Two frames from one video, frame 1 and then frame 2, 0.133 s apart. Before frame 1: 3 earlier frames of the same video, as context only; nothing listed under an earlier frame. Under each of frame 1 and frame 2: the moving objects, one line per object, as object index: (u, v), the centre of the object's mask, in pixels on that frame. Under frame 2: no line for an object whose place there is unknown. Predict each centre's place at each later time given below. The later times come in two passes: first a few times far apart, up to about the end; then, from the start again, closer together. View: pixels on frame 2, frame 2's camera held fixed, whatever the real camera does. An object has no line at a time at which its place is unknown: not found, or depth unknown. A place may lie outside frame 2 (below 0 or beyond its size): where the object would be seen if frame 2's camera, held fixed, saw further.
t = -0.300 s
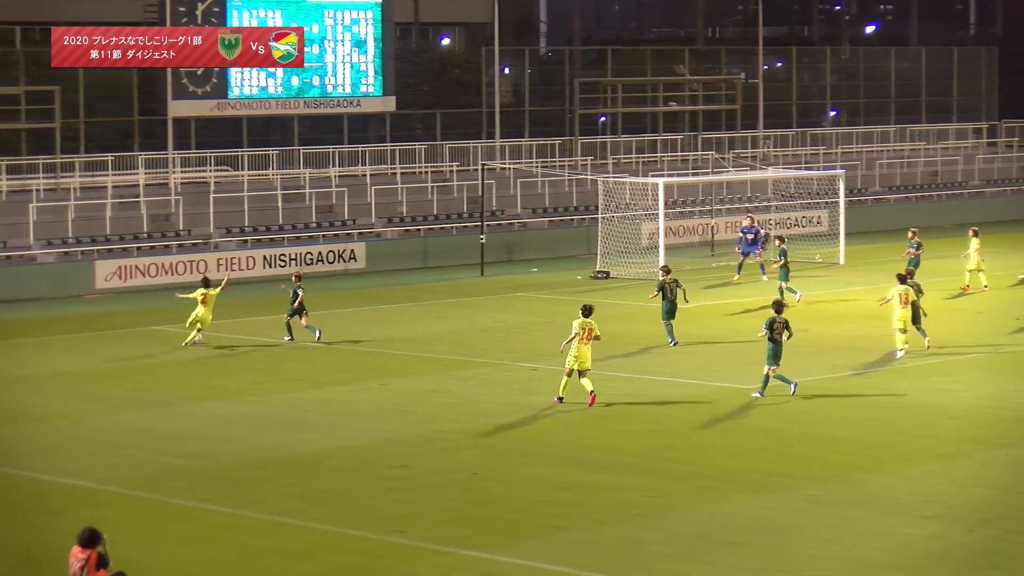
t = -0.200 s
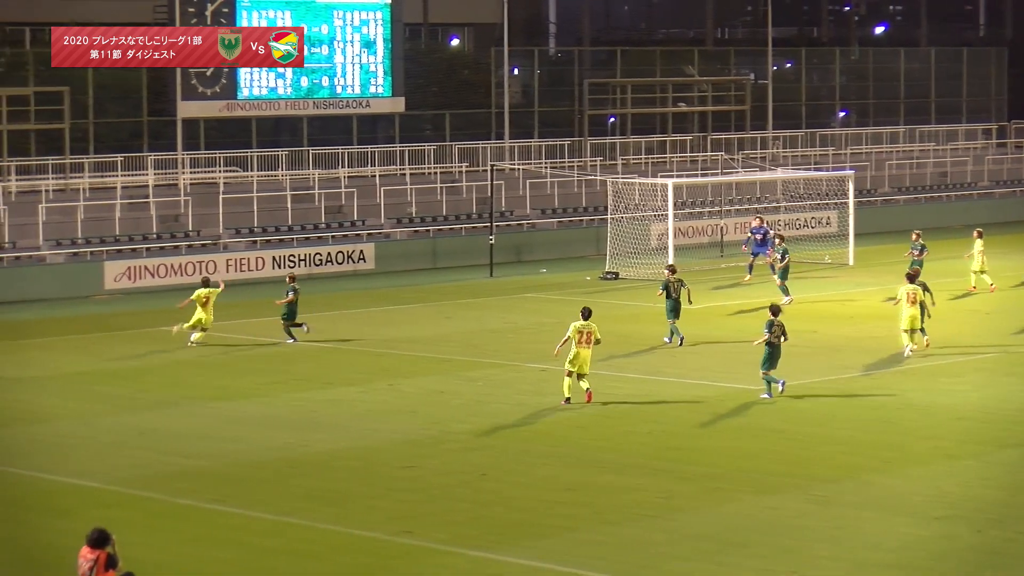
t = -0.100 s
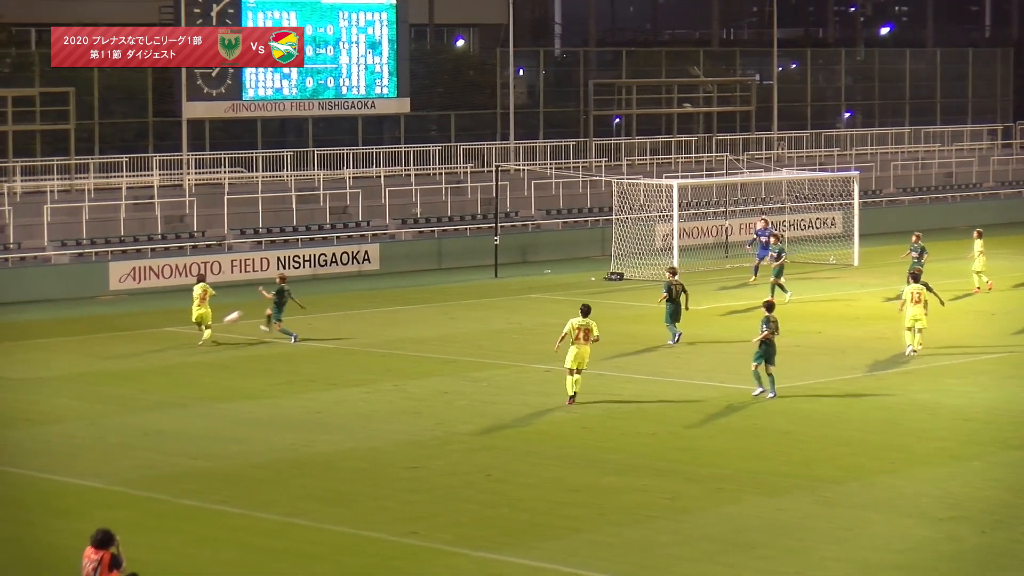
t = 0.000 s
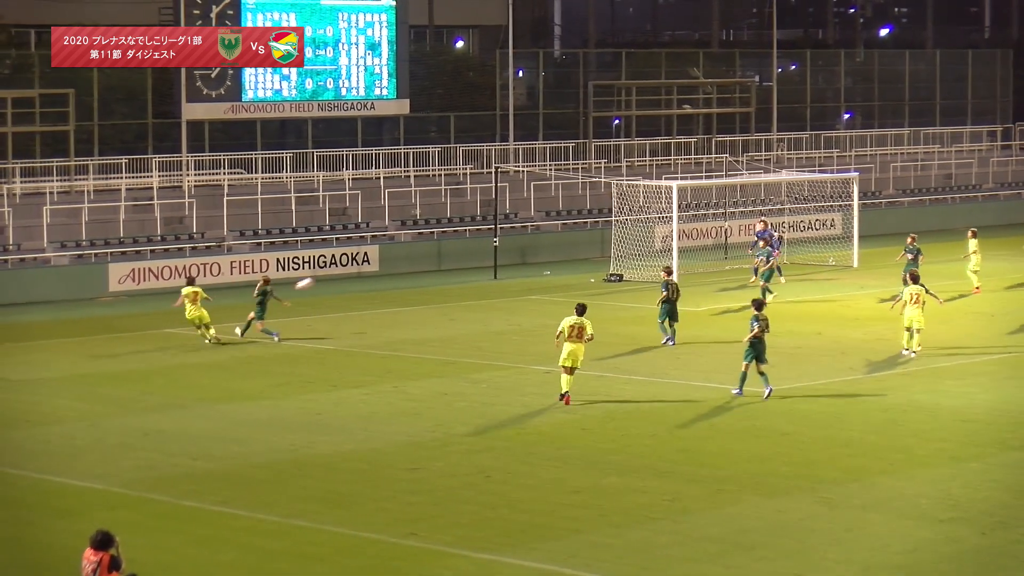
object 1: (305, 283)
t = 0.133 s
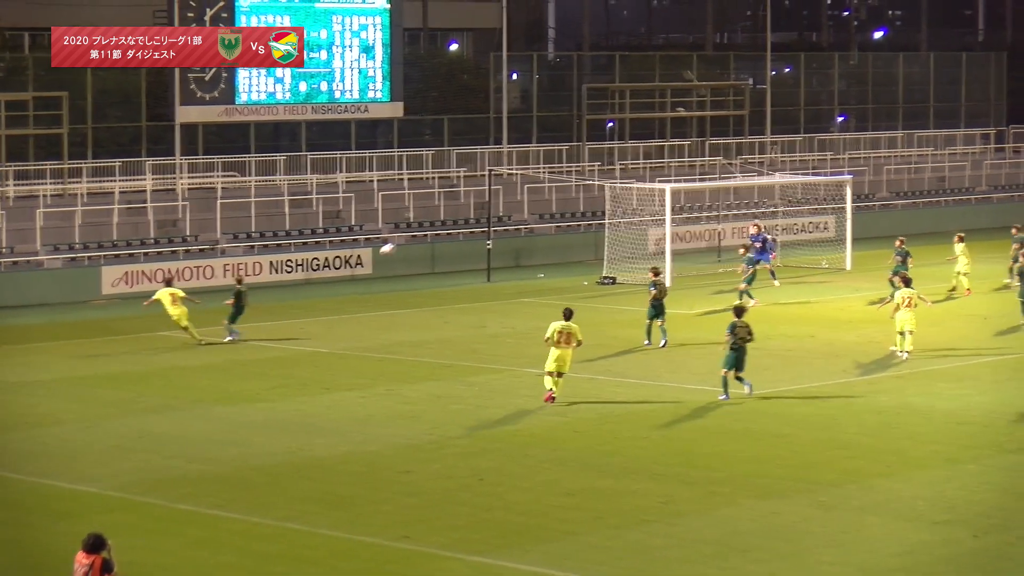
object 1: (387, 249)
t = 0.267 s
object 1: (471, 220)
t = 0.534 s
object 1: (624, 187)
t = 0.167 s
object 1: (408, 240)
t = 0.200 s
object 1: (430, 233)
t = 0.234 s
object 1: (451, 226)
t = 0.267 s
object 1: (471, 220)
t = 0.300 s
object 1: (492, 214)
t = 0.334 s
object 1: (511, 209)
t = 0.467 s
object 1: (588, 193)
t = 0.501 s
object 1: (607, 190)
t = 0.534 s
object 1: (624, 187)
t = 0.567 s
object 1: (643, 185)
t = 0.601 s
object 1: (662, 184)
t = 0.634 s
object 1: (680, 182)
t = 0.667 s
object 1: (698, 182)
